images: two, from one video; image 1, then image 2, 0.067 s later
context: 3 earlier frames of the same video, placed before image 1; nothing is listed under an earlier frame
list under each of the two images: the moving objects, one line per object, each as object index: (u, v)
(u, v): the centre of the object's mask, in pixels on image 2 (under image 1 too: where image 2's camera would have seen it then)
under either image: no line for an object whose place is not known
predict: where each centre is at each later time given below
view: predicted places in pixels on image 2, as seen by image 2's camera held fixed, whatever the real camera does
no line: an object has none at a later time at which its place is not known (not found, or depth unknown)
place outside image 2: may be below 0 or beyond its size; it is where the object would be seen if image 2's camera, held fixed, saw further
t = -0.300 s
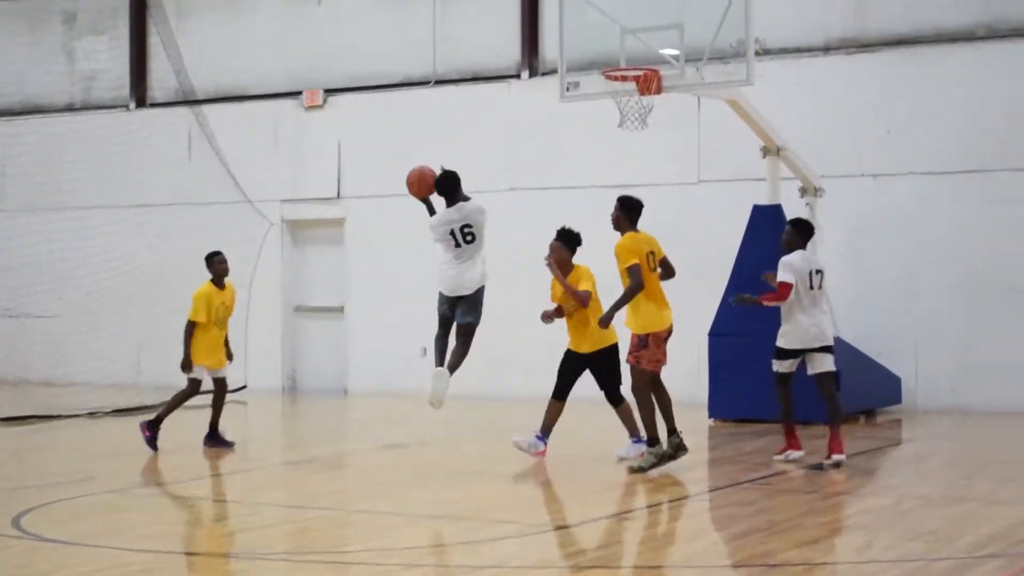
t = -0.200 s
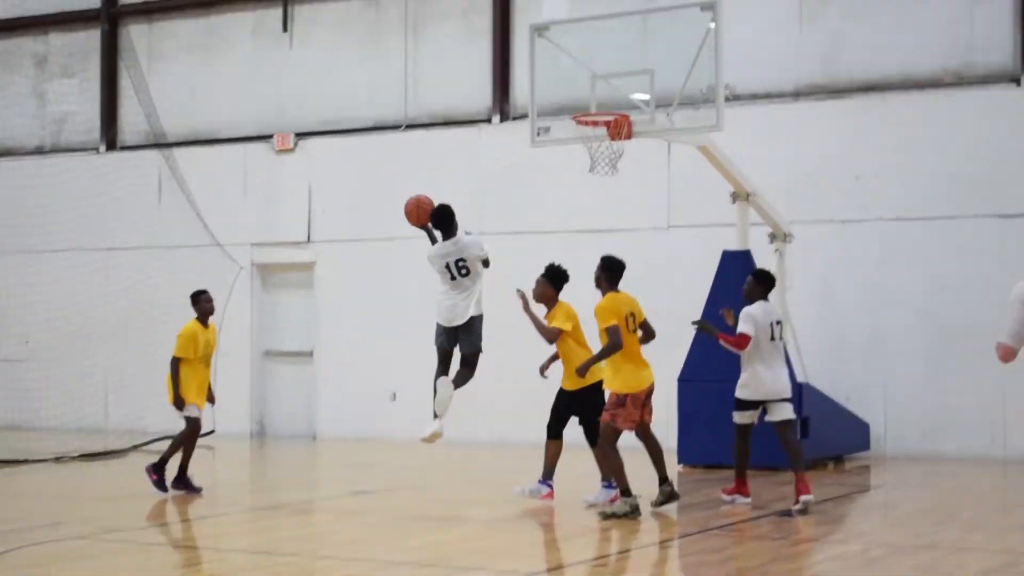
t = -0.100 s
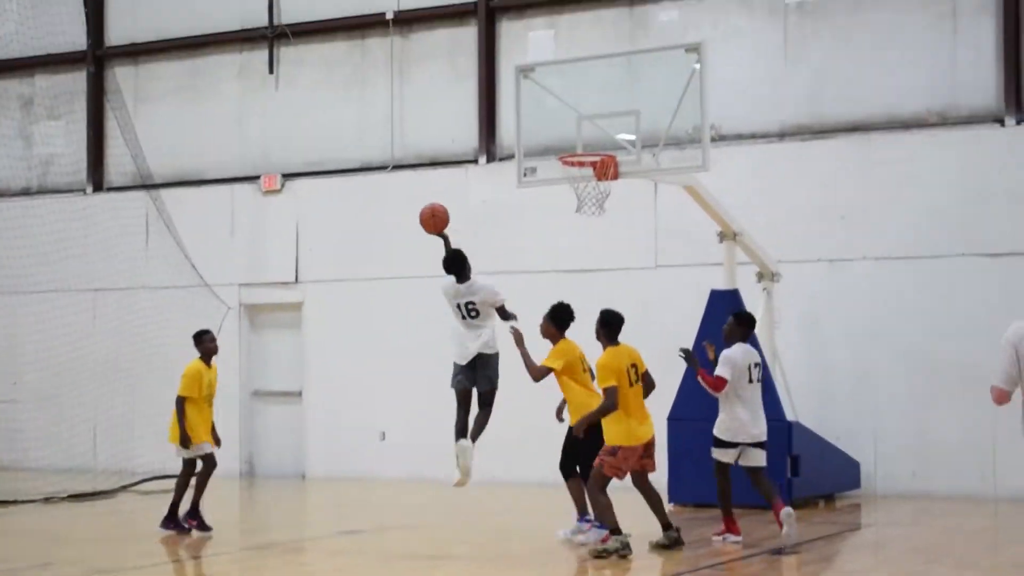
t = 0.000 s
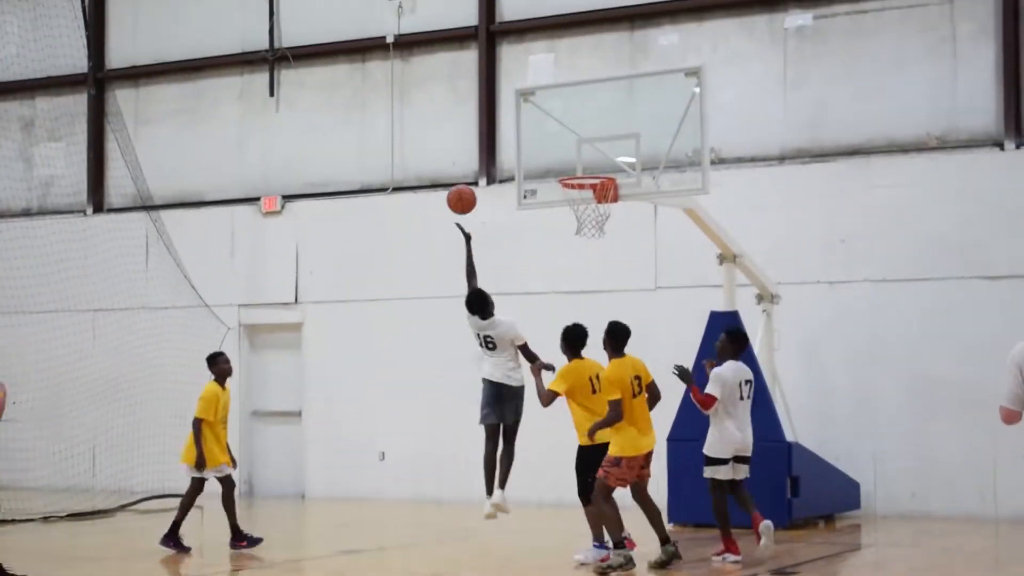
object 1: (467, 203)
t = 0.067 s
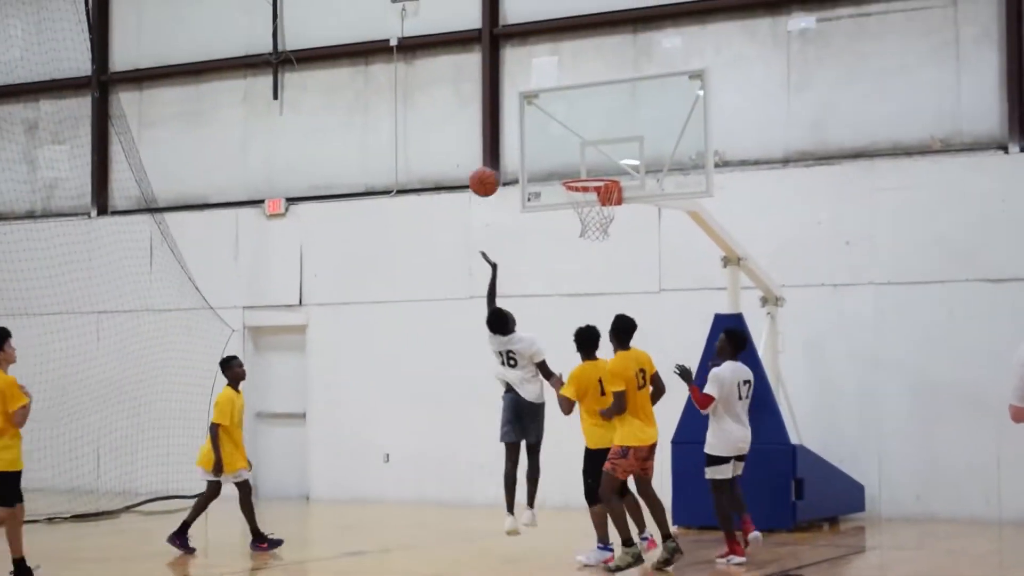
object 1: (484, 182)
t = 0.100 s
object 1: (493, 174)
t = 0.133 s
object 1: (502, 168)
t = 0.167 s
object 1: (511, 162)
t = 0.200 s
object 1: (520, 159)
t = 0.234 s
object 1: (528, 156)
